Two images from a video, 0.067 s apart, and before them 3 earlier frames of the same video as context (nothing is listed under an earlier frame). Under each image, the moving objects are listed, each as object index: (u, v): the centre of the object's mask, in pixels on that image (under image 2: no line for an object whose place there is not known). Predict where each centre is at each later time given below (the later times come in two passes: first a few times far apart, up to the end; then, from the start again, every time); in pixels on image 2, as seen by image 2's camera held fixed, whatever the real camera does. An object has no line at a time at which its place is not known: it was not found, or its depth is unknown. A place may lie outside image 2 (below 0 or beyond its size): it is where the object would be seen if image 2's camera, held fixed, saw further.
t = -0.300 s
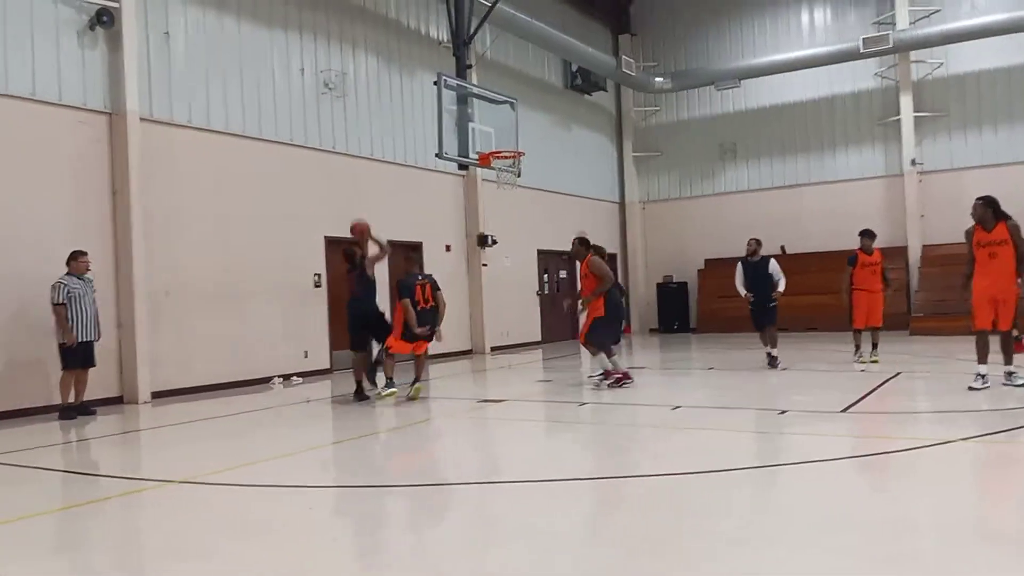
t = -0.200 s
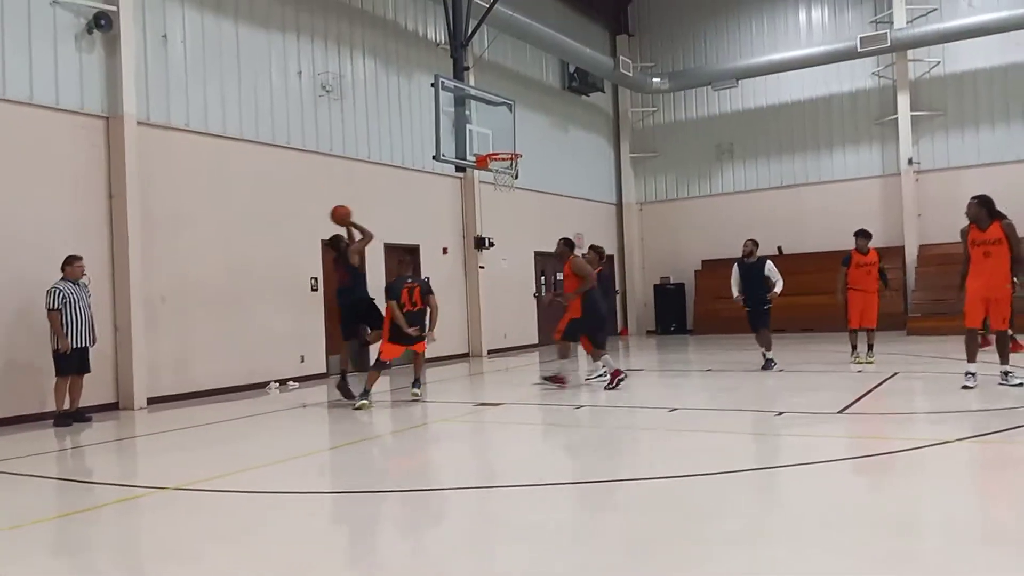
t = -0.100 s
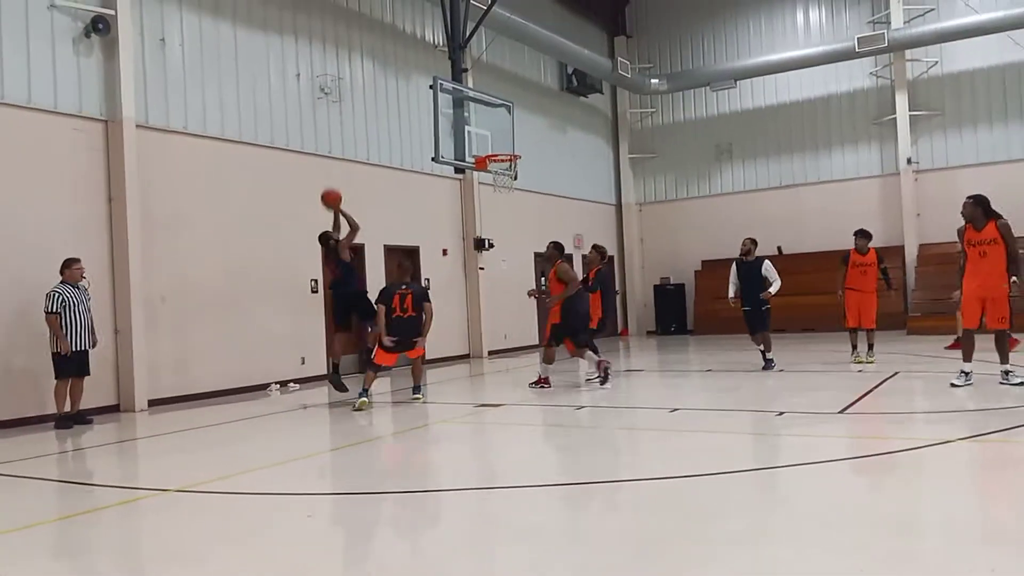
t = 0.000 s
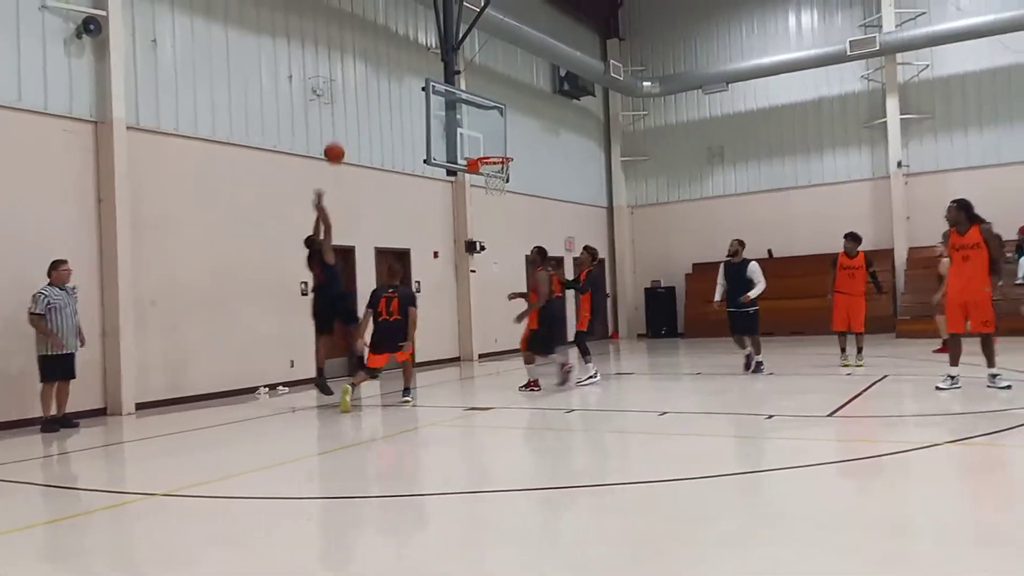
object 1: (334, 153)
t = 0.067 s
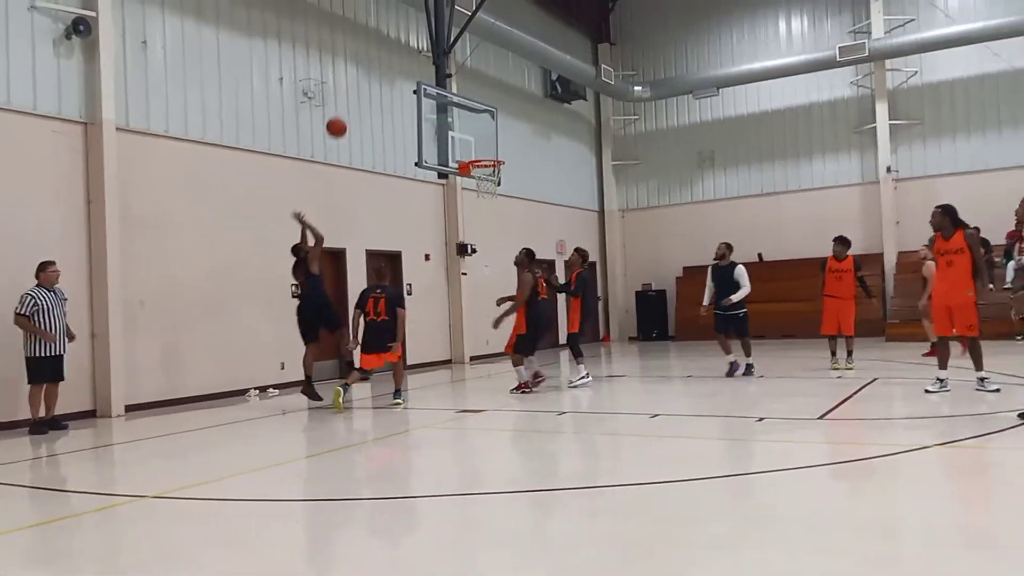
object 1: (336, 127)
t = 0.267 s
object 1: (371, 67)
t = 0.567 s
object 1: (422, 42)
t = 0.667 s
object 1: (440, 49)
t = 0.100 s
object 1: (342, 115)
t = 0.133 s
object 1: (348, 104)
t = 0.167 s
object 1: (353, 93)
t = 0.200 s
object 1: (359, 84)
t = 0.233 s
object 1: (365, 74)
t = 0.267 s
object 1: (371, 67)
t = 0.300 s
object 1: (376, 61)
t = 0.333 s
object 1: (382, 56)
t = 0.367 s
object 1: (388, 51)
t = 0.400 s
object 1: (394, 47)
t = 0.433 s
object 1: (400, 44)
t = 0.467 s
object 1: (405, 42)
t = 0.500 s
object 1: (411, 41)
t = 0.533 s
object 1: (416, 41)
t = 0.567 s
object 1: (422, 42)
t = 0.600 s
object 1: (428, 44)
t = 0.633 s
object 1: (434, 46)
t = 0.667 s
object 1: (440, 49)
